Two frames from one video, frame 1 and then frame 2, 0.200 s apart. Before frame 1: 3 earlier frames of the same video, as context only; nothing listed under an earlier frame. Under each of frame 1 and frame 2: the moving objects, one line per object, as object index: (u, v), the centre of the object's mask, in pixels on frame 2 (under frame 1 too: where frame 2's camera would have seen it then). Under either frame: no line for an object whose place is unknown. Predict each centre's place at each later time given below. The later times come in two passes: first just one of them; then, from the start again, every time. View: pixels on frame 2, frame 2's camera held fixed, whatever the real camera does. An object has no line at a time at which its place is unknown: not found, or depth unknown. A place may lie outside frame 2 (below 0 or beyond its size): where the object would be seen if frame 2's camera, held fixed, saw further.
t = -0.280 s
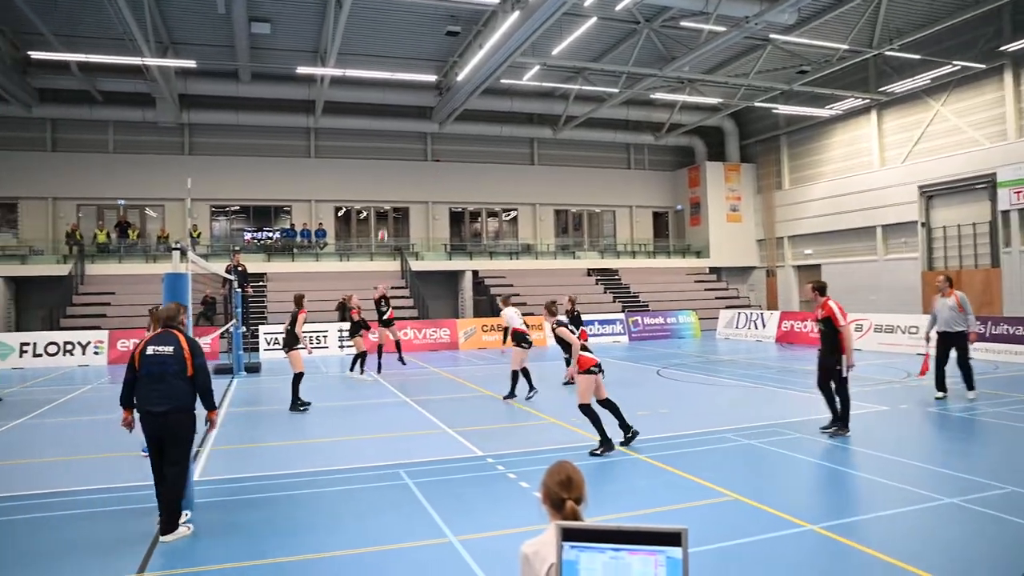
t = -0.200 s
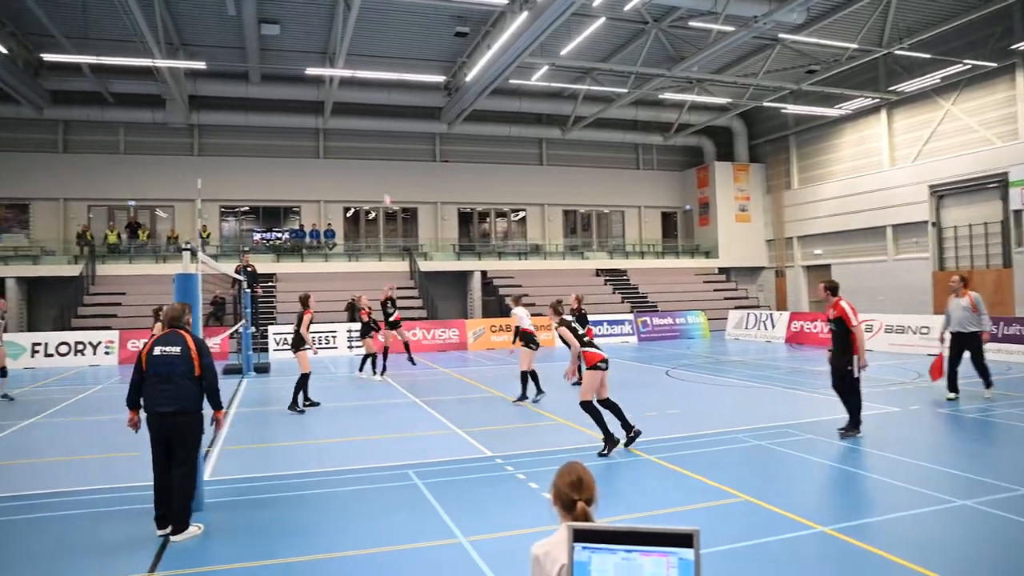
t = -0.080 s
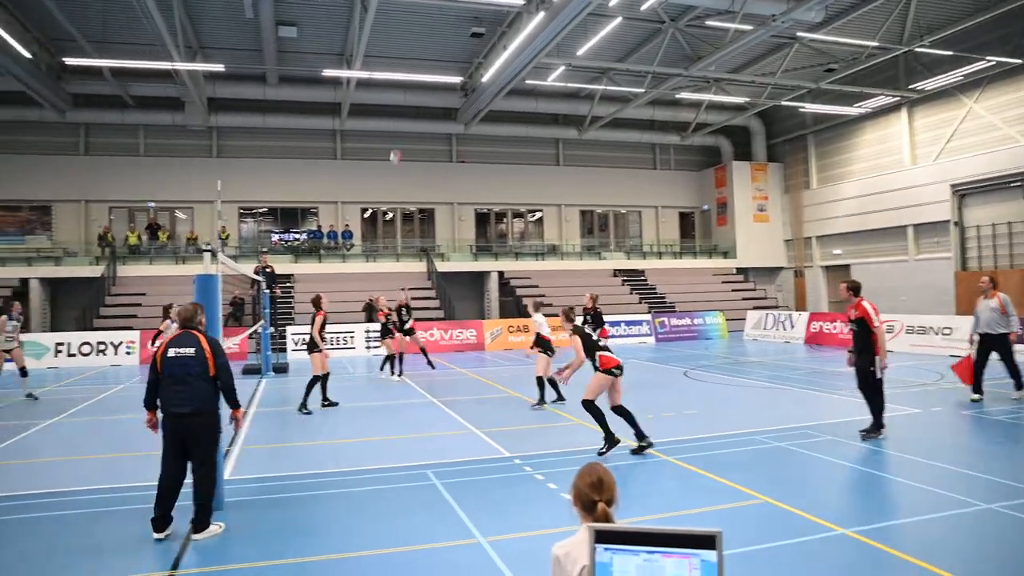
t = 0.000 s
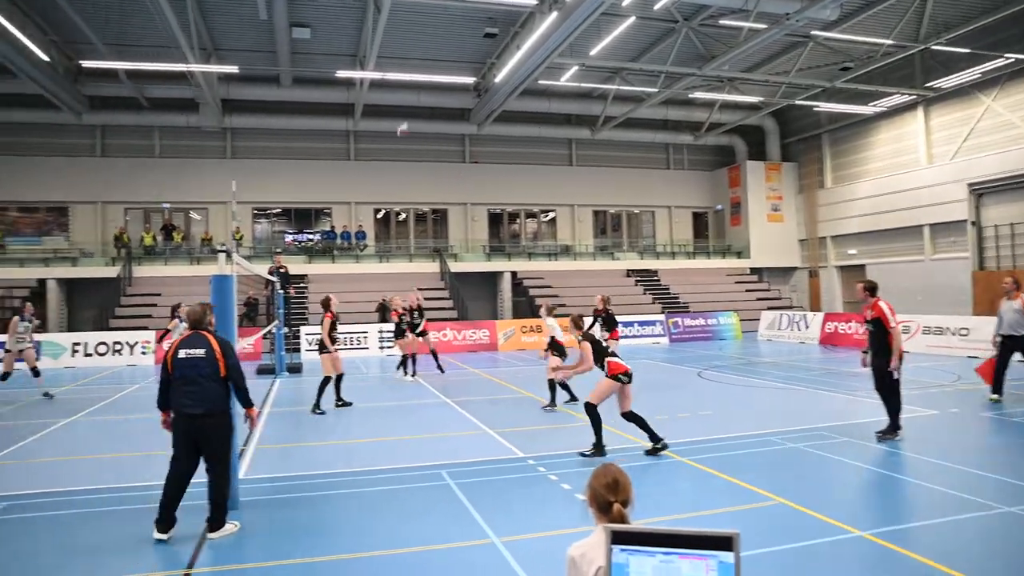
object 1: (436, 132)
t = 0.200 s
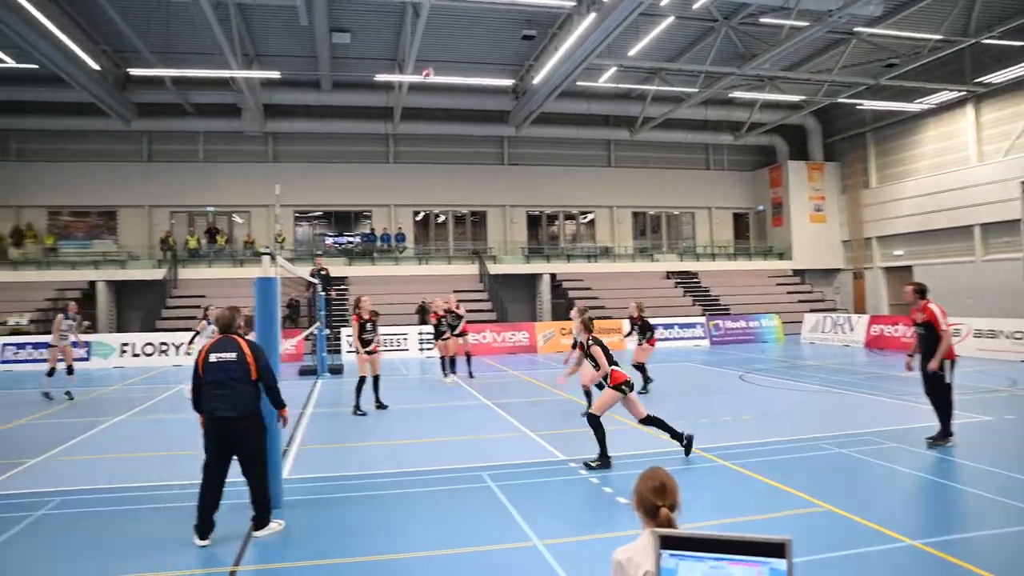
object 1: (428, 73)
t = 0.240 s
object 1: (424, 64)
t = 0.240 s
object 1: (424, 64)
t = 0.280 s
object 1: (422, 55)
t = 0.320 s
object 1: (419, 47)
